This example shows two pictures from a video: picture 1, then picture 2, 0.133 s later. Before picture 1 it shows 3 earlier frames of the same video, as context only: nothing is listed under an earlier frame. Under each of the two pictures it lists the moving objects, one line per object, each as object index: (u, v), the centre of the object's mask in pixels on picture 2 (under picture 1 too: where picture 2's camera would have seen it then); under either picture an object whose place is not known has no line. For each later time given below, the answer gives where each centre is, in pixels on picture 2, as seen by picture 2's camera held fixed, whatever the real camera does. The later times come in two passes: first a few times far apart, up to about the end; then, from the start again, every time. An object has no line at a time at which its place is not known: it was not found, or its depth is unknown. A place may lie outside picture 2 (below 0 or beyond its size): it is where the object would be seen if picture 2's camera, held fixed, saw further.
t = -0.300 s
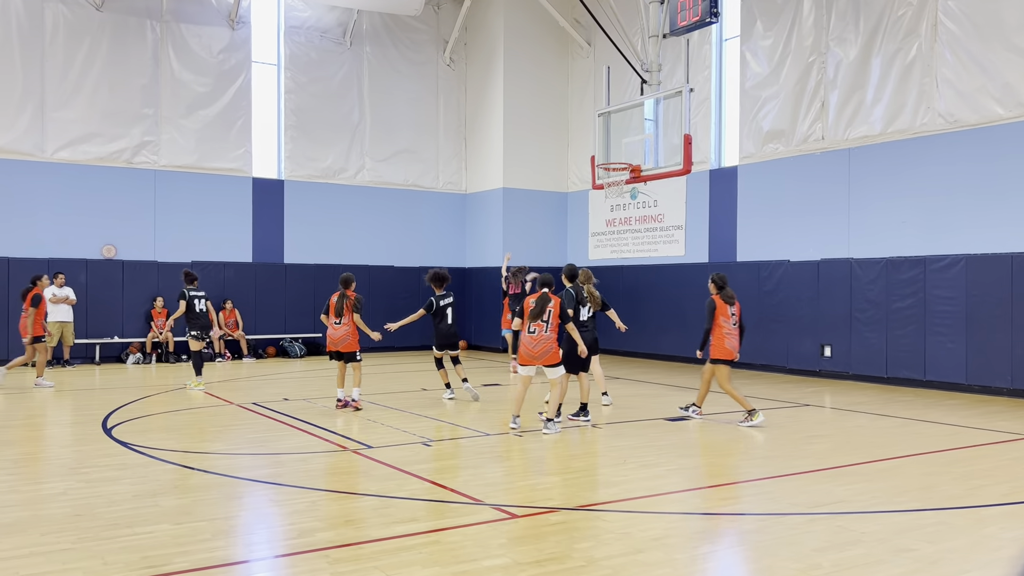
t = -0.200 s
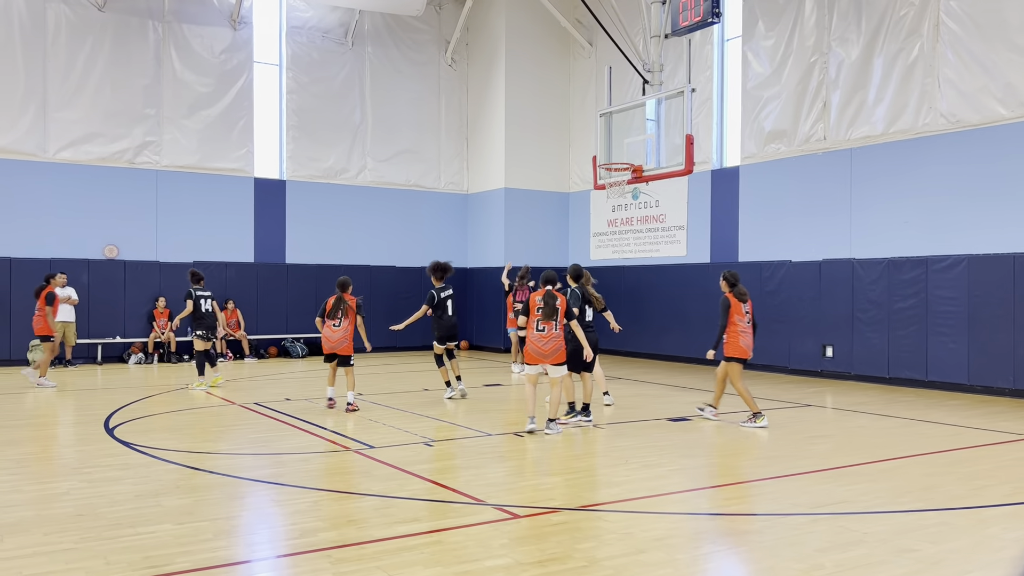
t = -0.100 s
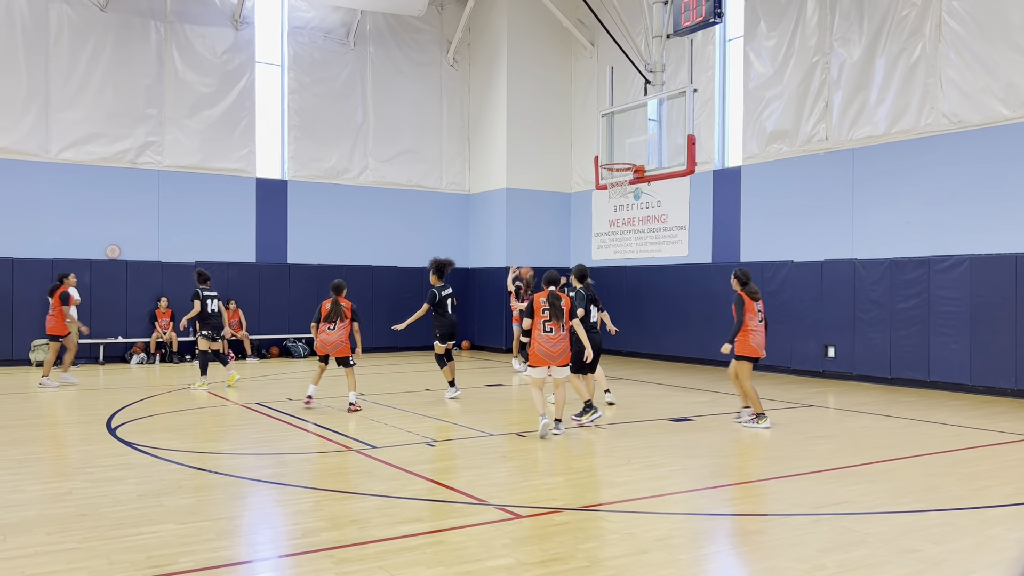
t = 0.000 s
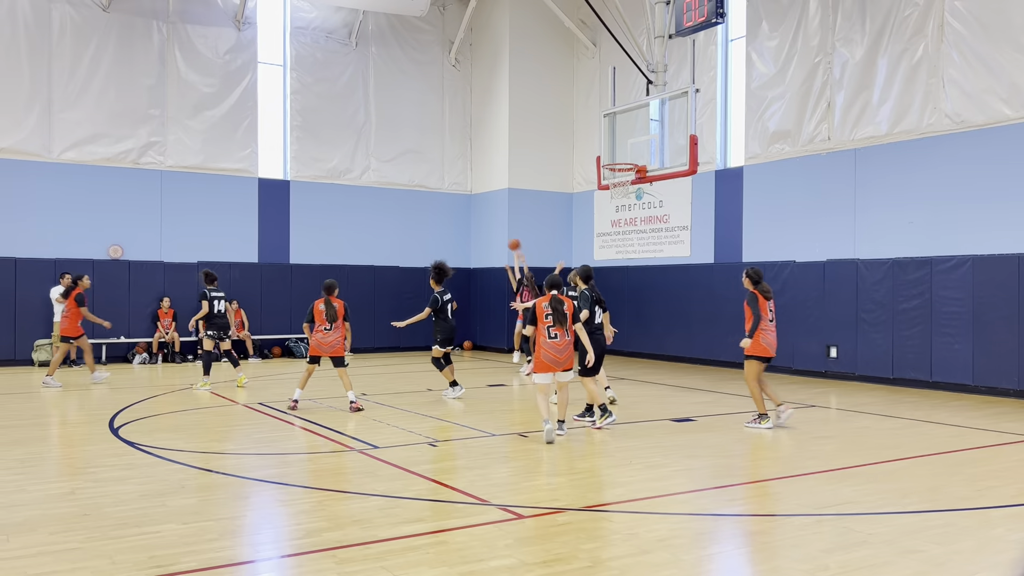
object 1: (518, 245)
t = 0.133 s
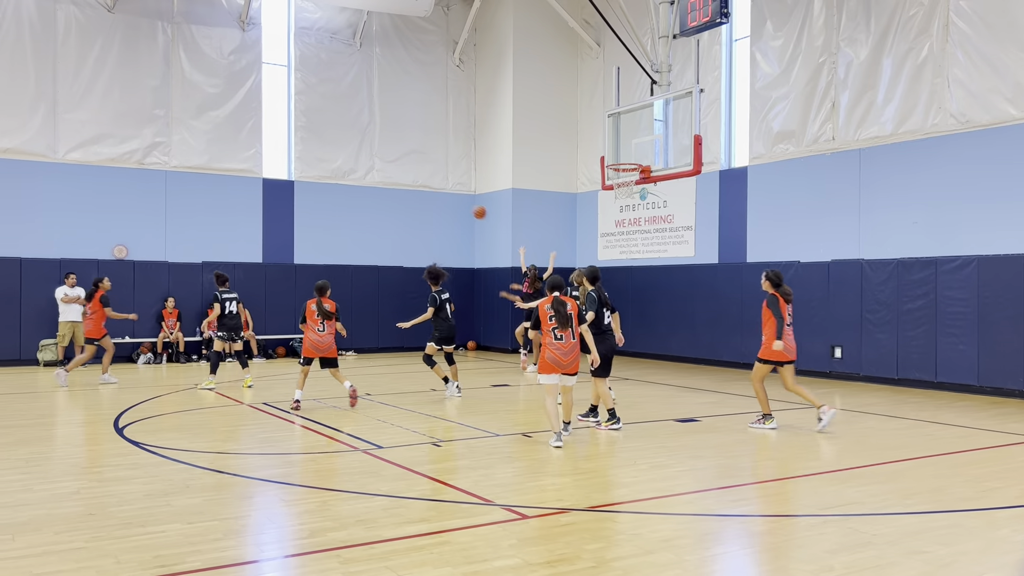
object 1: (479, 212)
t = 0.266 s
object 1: (437, 189)
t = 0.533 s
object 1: (338, 171)
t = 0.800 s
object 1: (214, 206)
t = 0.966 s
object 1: (119, 268)
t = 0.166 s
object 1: (469, 205)
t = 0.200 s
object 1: (459, 199)
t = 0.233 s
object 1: (449, 194)
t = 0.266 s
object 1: (437, 189)
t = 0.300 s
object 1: (426, 184)
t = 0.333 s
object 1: (414, 180)
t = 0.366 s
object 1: (402, 177)
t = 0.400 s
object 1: (390, 174)
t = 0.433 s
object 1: (378, 172)
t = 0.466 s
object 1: (365, 171)
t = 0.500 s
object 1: (352, 171)
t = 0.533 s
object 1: (338, 171)
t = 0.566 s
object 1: (324, 172)
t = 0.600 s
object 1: (310, 174)
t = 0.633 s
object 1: (295, 177)
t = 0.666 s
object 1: (279, 182)
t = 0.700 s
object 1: (266, 186)
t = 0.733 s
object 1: (248, 191)
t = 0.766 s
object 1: (231, 198)
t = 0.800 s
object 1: (214, 206)
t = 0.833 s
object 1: (197, 216)
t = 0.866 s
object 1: (178, 226)
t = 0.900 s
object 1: (159, 238)
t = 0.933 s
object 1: (140, 252)
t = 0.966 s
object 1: (119, 268)
